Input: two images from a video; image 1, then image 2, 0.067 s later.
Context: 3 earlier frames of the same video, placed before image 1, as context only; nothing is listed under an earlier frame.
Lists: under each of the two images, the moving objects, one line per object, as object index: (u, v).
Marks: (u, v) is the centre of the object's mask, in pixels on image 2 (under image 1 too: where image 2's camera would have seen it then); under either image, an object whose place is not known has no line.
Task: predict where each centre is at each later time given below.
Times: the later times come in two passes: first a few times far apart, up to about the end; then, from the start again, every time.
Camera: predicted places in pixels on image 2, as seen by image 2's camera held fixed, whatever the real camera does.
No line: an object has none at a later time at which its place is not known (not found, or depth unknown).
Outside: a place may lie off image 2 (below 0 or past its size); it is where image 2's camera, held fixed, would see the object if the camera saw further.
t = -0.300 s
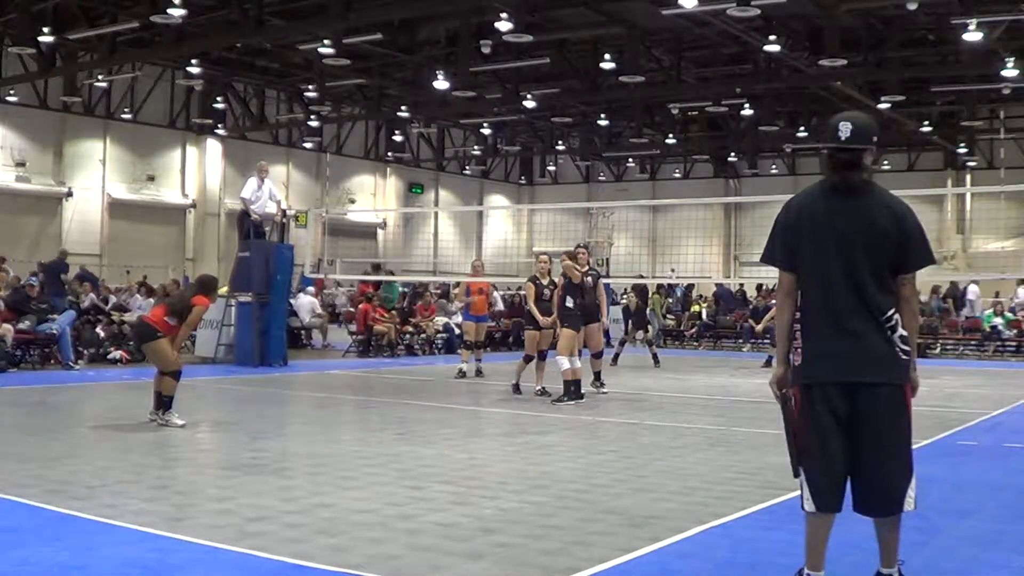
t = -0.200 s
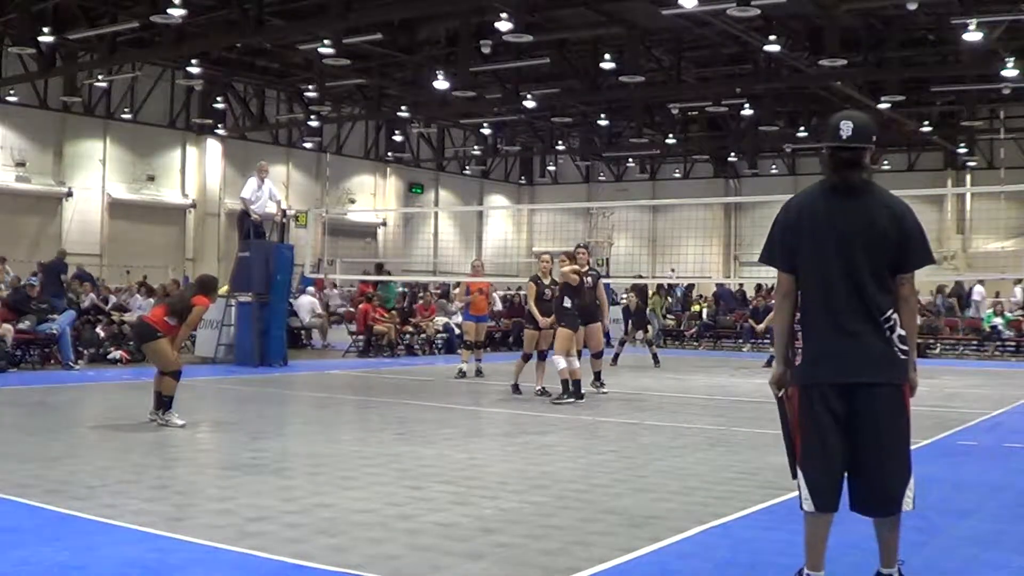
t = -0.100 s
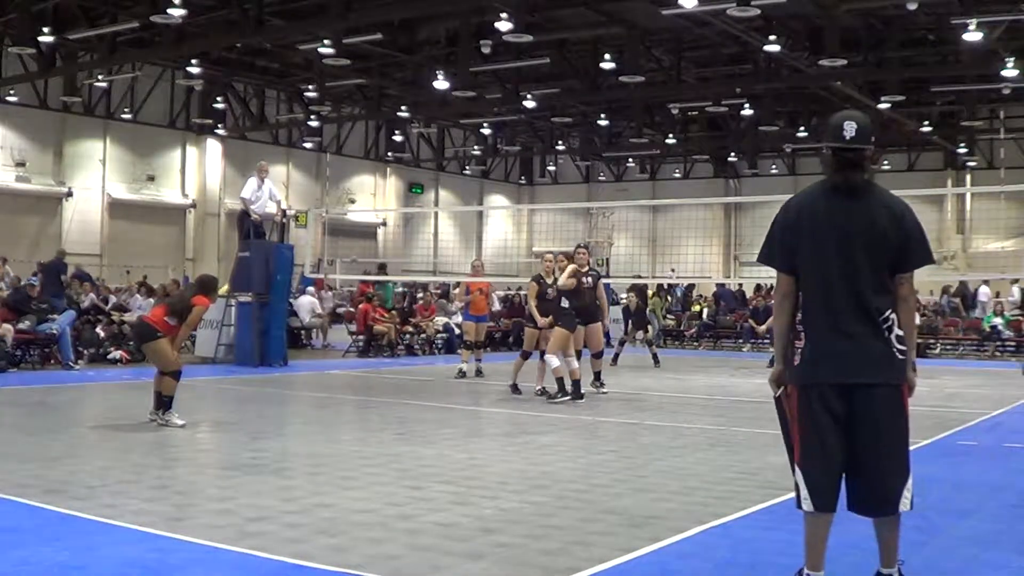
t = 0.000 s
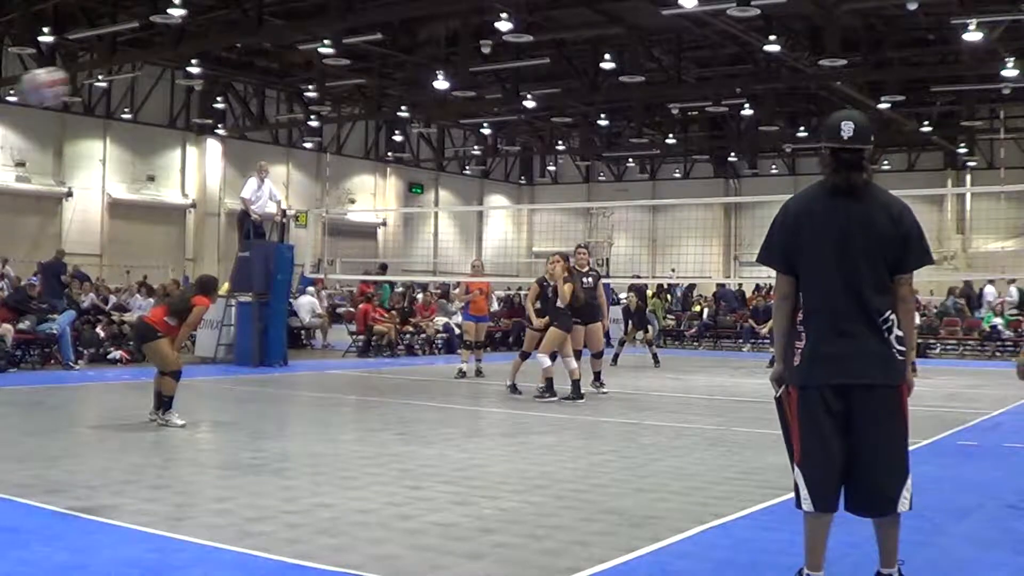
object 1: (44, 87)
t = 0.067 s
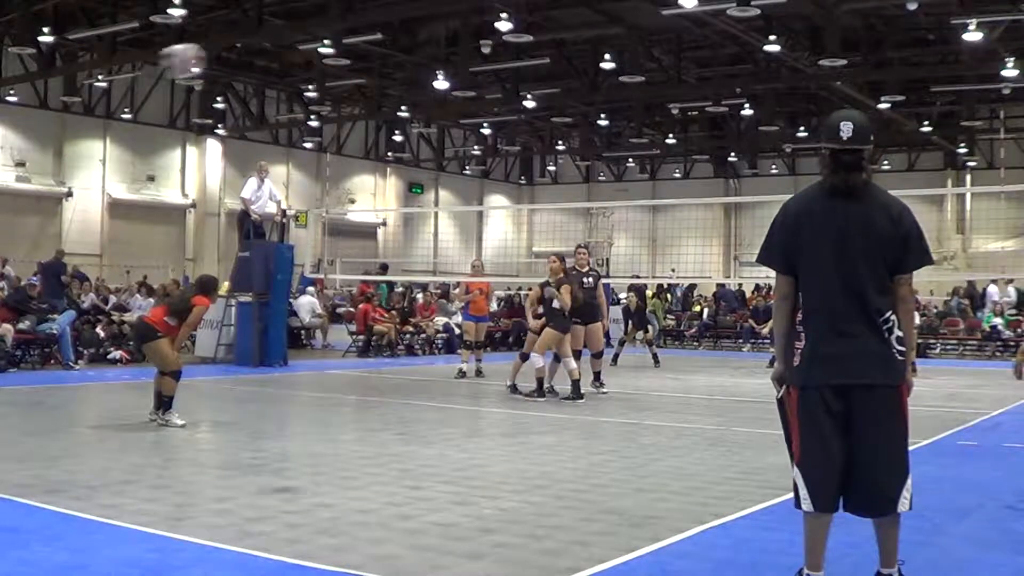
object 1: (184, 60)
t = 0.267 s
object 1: (471, 39)
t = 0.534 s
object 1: (685, 83)
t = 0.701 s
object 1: (765, 131)
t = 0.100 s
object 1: (243, 52)
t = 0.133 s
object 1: (297, 46)
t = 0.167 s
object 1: (348, 41)
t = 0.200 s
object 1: (392, 39)
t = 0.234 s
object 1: (433, 38)
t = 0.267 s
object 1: (471, 39)
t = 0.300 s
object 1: (506, 41)
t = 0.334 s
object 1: (538, 43)
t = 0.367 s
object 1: (567, 48)
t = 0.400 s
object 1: (593, 53)
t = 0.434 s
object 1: (620, 60)
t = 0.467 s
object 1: (643, 67)
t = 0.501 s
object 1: (664, 75)
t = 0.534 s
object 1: (685, 83)
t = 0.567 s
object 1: (703, 92)
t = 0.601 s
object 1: (720, 100)
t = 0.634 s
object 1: (734, 110)
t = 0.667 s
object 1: (750, 121)
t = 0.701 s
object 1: (765, 131)
